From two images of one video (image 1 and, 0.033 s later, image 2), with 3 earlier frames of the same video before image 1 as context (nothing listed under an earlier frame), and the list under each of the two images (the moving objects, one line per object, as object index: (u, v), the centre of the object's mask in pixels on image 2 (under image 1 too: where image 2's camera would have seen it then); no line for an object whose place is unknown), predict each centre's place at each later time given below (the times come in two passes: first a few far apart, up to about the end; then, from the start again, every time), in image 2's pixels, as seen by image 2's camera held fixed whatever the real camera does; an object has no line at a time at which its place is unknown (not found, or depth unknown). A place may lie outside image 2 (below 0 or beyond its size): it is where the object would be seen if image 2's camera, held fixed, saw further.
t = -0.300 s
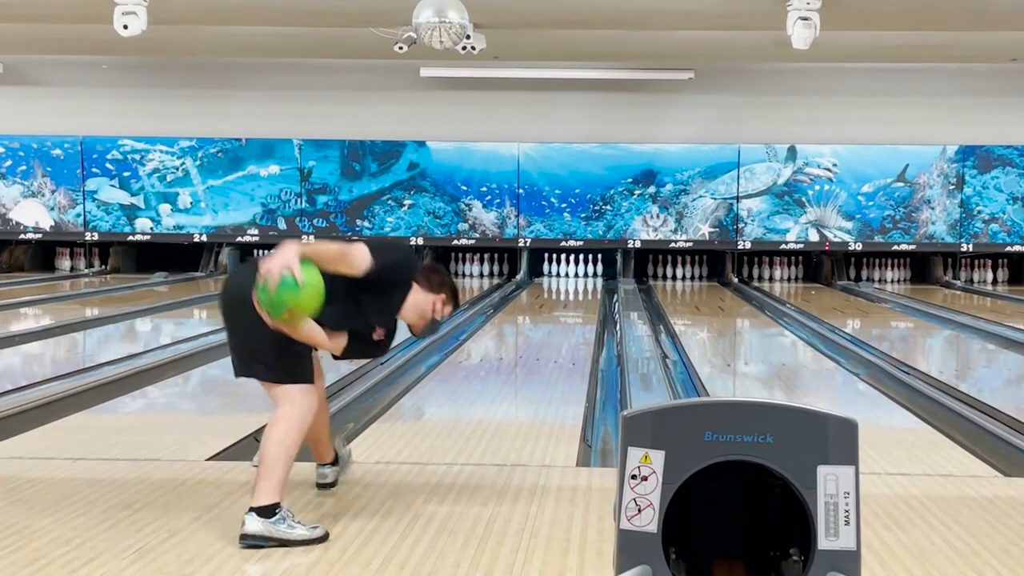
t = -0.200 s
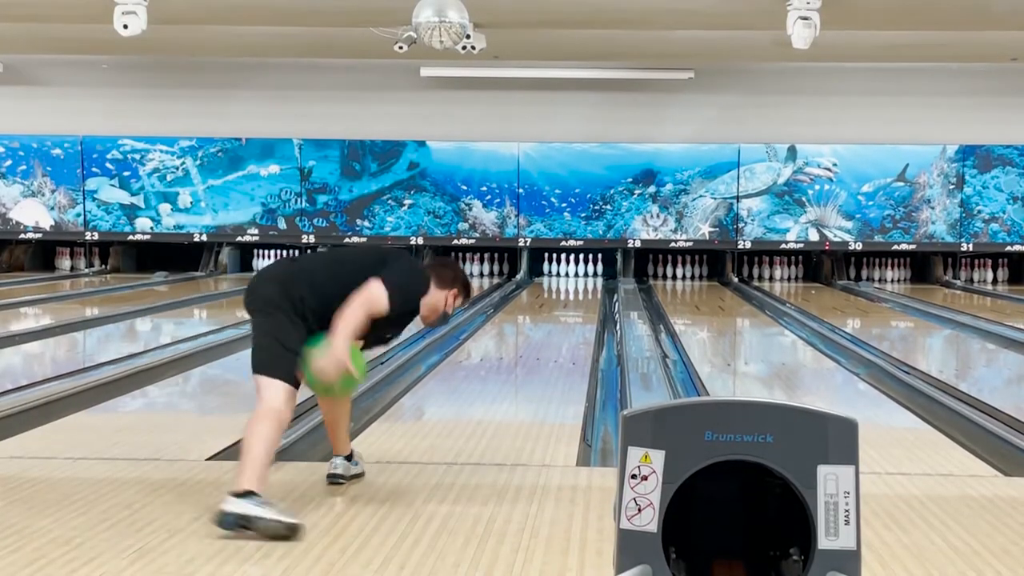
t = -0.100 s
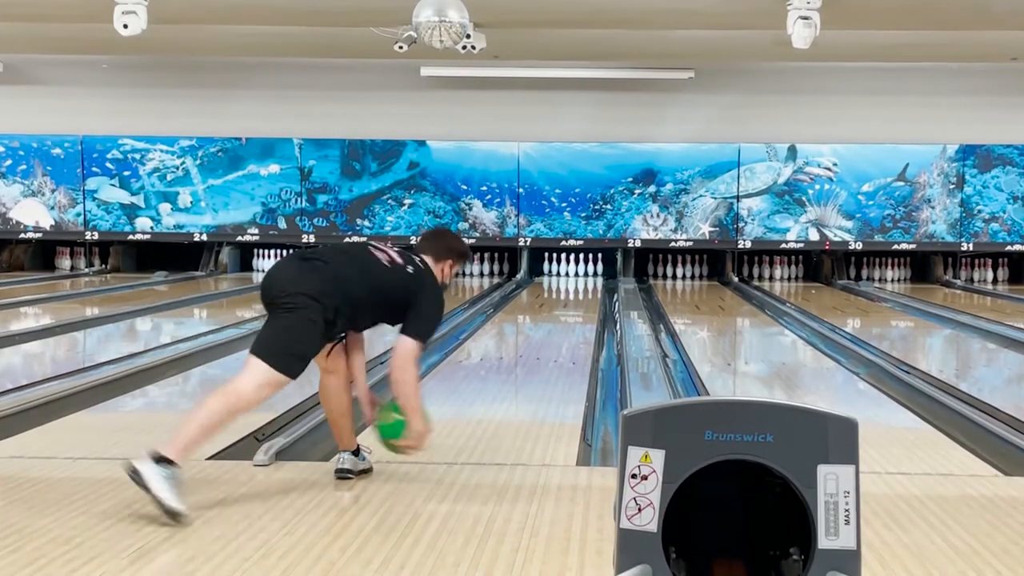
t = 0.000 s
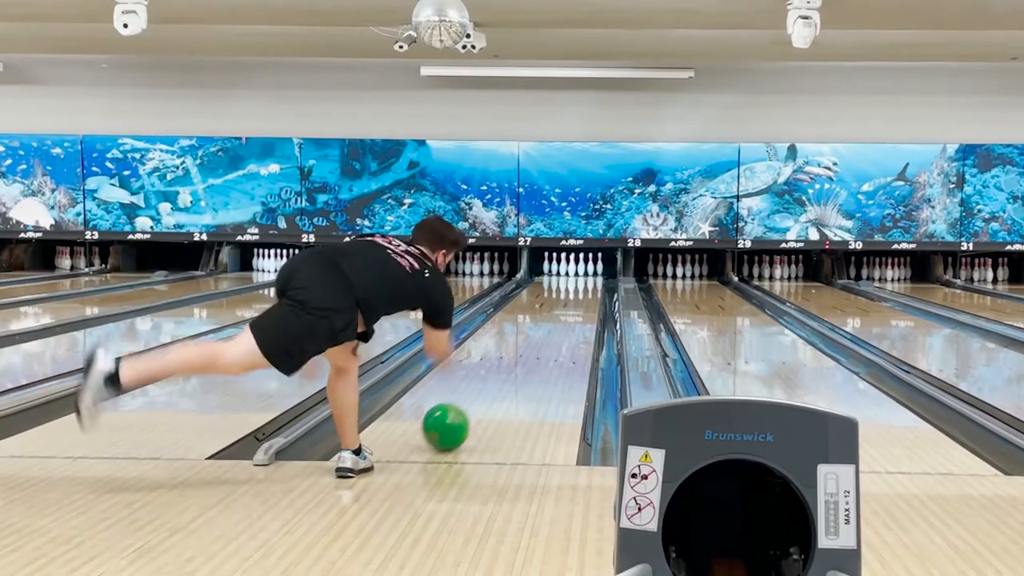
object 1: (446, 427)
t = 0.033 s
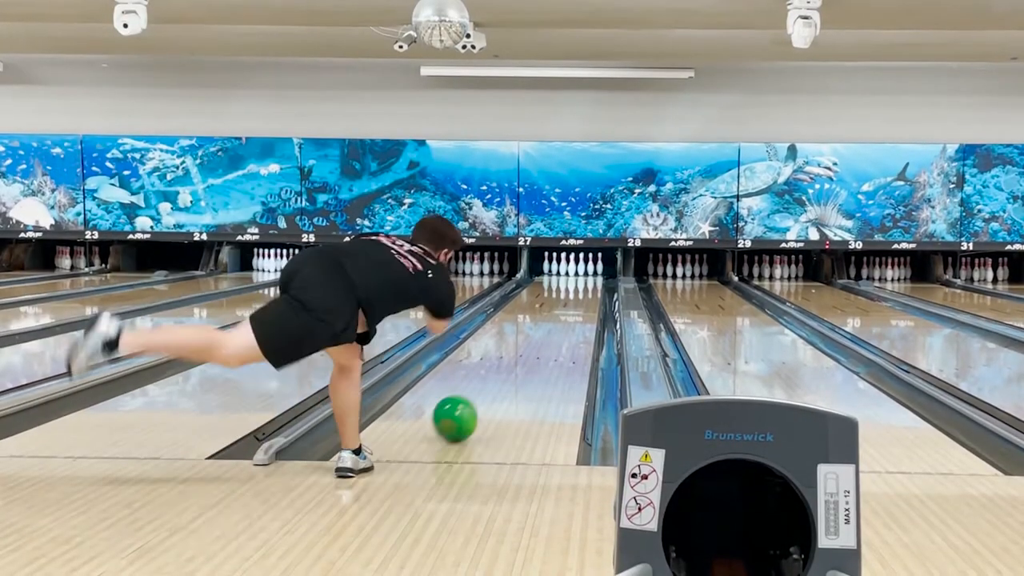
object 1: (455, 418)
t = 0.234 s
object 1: (498, 379)
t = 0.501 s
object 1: (535, 345)
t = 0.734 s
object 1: (556, 325)
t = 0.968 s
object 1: (570, 311)
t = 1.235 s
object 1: (582, 298)
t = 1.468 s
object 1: (588, 290)
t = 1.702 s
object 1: (591, 284)
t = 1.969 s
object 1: (589, 277)
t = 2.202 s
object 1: (582, 272)
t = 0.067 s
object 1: (467, 411)
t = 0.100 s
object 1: (474, 404)
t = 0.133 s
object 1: (479, 397)
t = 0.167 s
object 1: (486, 391)
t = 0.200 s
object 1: (492, 385)
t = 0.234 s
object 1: (498, 379)
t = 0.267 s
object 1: (504, 374)
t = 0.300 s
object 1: (509, 369)
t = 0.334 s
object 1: (514, 365)
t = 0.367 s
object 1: (519, 360)
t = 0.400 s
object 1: (523, 356)
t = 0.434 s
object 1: (527, 352)
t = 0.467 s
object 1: (531, 349)
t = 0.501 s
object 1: (535, 345)
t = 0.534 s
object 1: (538, 342)
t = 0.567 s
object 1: (542, 339)
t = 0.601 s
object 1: (545, 336)
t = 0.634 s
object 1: (548, 334)
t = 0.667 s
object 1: (550, 330)
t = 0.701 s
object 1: (553, 328)
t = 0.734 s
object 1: (556, 325)
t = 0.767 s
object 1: (558, 323)
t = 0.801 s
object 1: (560, 321)
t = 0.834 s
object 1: (563, 319)
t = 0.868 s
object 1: (564, 316)
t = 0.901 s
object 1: (566, 315)
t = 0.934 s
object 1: (568, 313)
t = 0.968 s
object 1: (570, 311)
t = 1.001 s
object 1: (572, 309)
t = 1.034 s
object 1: (573, 307)
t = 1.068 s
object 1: (575, 306)
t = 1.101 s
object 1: (577, 304)
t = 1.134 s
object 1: (578, 303)
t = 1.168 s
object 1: (579, 301)
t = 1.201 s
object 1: (581, 300)
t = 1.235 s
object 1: (582, 298)
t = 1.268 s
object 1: (583, 297)
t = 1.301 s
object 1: (584, 296)
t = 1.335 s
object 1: (585, 295)
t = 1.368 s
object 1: (586, 294)
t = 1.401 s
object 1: (587, 292)
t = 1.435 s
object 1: (587, 291)
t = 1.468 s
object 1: (588, 290)
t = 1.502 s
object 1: (589, 289)
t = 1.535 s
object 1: (589, 288)
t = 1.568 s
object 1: (590, 287)
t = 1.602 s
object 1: (590, 287)
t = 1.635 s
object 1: (590, 285)
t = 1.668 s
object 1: (591, 285)
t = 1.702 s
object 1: (591, 284)
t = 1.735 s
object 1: (591, 283)
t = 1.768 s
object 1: (591, 282)
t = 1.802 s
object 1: (590, 281)
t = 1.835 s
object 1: (590, 280)
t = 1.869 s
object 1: (590, 279)
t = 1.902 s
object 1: (589, 278)
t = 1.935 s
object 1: (589, 278)
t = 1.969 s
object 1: (589, 277)
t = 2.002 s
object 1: (588, 276)
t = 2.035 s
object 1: (588, 275)
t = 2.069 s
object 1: (587, 275)
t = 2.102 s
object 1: (586, 274)
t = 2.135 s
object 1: (584, 274)
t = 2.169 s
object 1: (583, 273)
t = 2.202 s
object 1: (582, 272)
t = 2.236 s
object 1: (581, 272)
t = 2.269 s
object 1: (580, 270)
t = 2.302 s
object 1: (580, 270)
